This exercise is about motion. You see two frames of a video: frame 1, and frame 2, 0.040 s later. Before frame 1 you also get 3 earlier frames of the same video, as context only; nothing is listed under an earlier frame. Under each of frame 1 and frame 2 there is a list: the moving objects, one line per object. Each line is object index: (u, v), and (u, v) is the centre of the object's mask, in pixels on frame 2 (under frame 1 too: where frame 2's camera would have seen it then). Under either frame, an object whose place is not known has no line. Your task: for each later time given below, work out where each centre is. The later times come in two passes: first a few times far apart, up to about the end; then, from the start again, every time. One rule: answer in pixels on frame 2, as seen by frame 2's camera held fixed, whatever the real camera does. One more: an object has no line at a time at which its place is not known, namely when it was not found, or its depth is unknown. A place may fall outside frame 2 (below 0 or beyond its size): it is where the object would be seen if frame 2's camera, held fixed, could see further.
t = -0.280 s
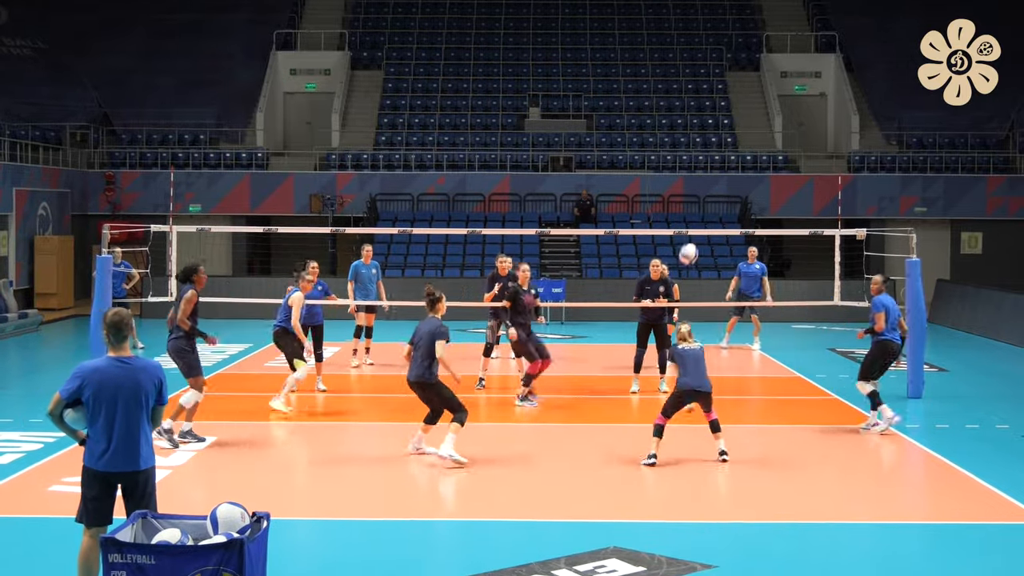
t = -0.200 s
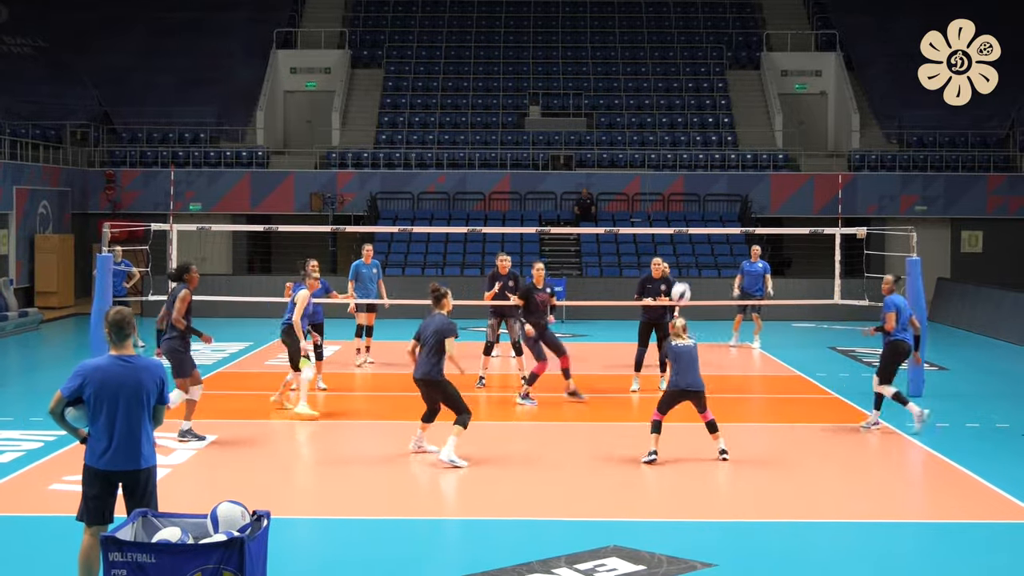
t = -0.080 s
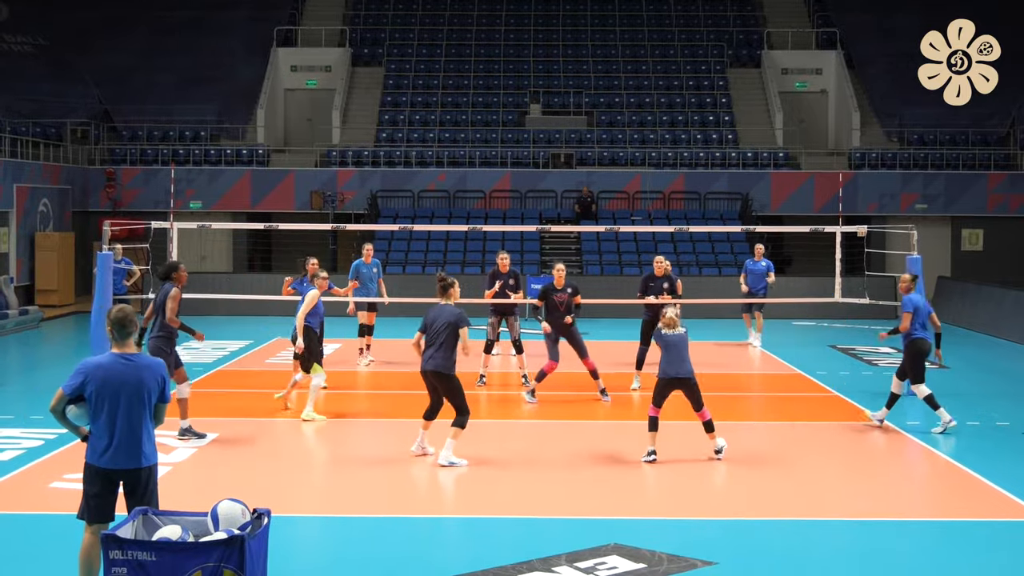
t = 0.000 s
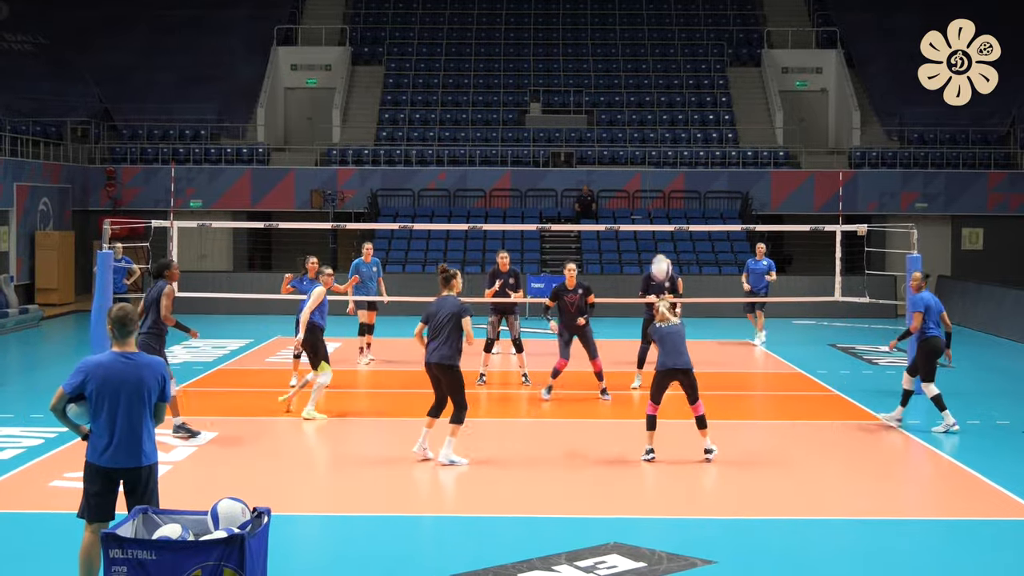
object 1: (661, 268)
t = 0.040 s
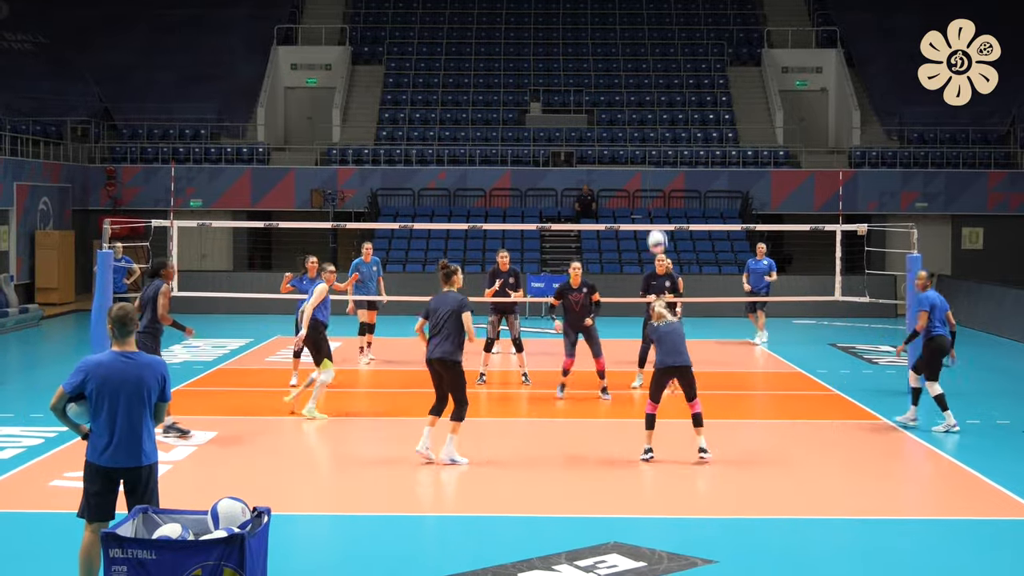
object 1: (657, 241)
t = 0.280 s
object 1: (637, 113)
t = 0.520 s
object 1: (619, 43)
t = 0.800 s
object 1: (599, 29)
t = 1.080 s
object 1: (581, 76)
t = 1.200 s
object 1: (573, 114)
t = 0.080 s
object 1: (654, 214)
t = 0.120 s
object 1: (650, 191)
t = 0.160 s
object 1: (647, 169)
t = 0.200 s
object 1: (644, 148)
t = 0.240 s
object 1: (641, 131)
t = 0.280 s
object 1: (637, 113)
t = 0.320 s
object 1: (634, 97)
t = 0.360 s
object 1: (631, 84)
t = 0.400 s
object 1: (628, 72)
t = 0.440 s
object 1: (625, 61)
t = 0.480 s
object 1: (622, 52)
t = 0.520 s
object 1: (619, 43)
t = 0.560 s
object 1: (616, 37)
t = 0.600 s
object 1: (614, 32)
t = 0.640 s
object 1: (611, 29)
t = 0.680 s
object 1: (608, 27)
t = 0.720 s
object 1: (605, 26)
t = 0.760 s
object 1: (602, 26)
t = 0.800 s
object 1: (599, 29)
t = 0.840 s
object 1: (597, 32)
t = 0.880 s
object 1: (594, 36)
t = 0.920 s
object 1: (591, 42)
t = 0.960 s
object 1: (589, 48)
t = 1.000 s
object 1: (586, 57)
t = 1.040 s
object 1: (583, 66)
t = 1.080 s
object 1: (581, 76)
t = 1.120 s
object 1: (578, 88)
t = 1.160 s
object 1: (575, 100)
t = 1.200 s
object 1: (573, 114)
